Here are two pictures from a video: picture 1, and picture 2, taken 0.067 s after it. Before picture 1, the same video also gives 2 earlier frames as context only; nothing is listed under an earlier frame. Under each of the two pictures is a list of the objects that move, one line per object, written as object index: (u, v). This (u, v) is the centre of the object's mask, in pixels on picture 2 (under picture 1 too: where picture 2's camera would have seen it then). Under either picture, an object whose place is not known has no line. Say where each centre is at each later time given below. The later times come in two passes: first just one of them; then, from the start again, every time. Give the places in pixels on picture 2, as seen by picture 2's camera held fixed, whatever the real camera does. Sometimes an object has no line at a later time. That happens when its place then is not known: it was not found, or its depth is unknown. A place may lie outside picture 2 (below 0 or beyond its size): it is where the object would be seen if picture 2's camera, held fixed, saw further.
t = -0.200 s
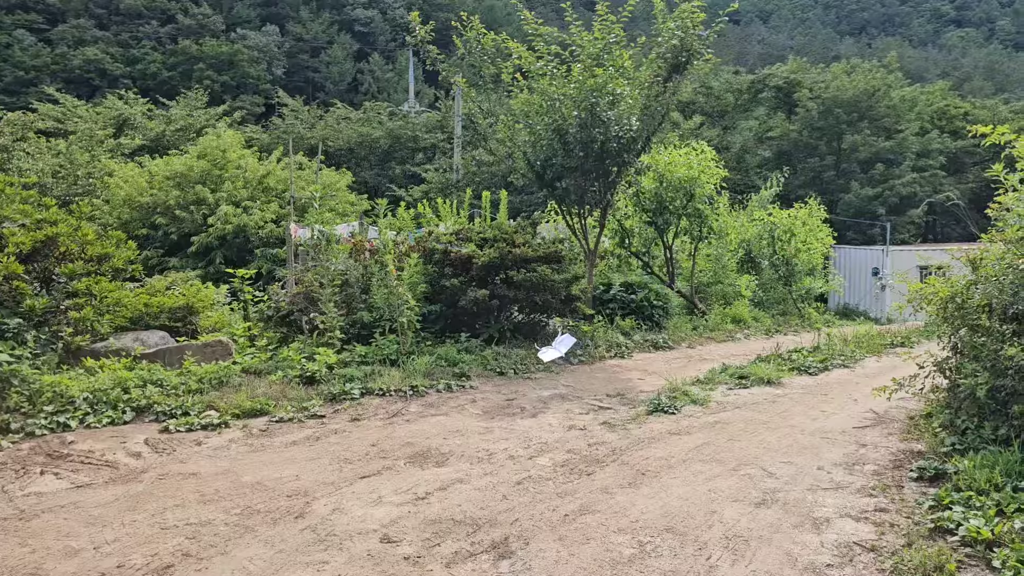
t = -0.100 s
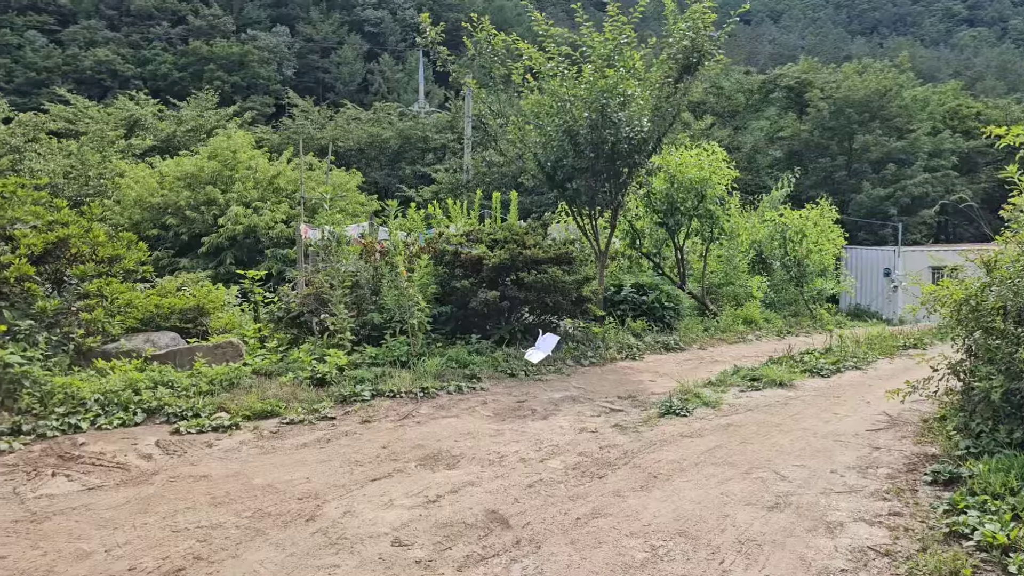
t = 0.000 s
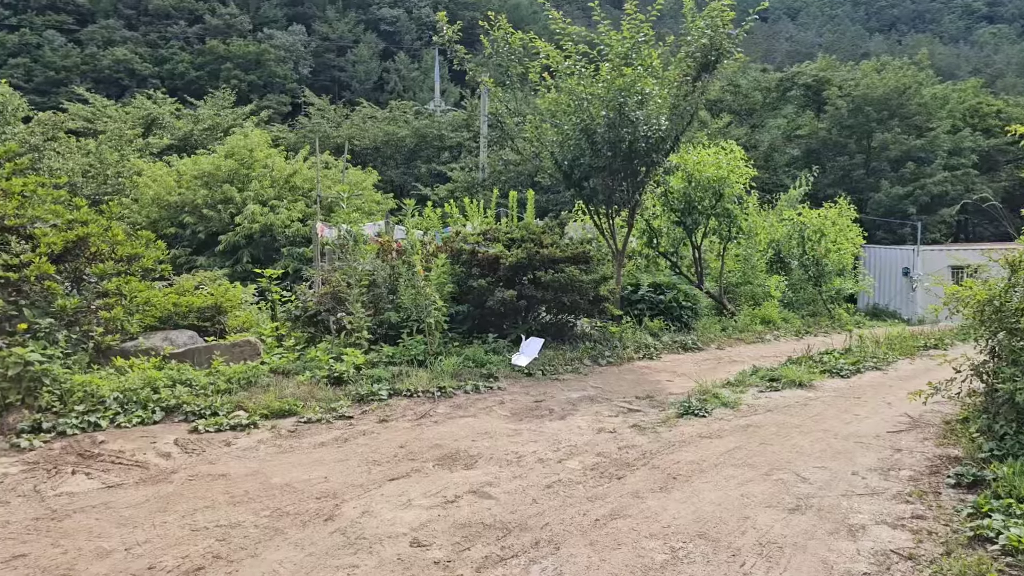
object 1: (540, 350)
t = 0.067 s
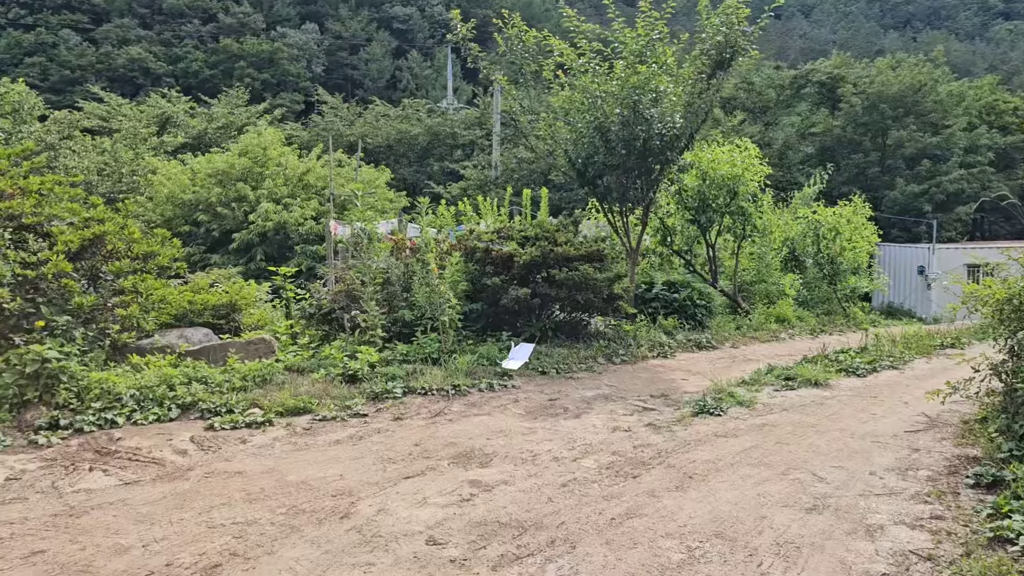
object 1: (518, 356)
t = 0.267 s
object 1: (440, 385)
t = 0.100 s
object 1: (506, 360)
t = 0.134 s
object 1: (493, 365)
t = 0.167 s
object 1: (482, 369)
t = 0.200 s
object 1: (469, 373)
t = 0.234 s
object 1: (454, 380)
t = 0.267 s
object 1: (440, 385)
